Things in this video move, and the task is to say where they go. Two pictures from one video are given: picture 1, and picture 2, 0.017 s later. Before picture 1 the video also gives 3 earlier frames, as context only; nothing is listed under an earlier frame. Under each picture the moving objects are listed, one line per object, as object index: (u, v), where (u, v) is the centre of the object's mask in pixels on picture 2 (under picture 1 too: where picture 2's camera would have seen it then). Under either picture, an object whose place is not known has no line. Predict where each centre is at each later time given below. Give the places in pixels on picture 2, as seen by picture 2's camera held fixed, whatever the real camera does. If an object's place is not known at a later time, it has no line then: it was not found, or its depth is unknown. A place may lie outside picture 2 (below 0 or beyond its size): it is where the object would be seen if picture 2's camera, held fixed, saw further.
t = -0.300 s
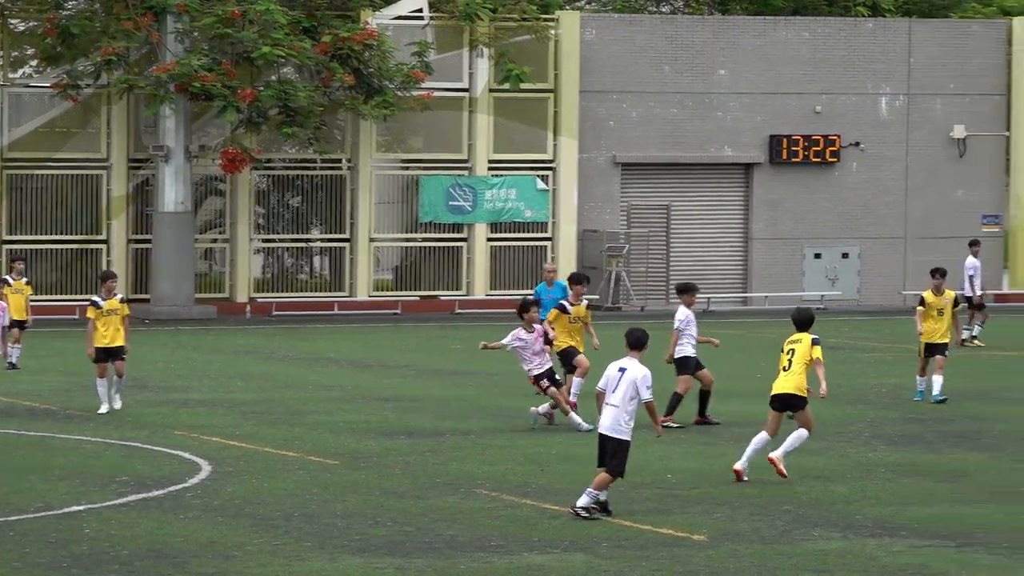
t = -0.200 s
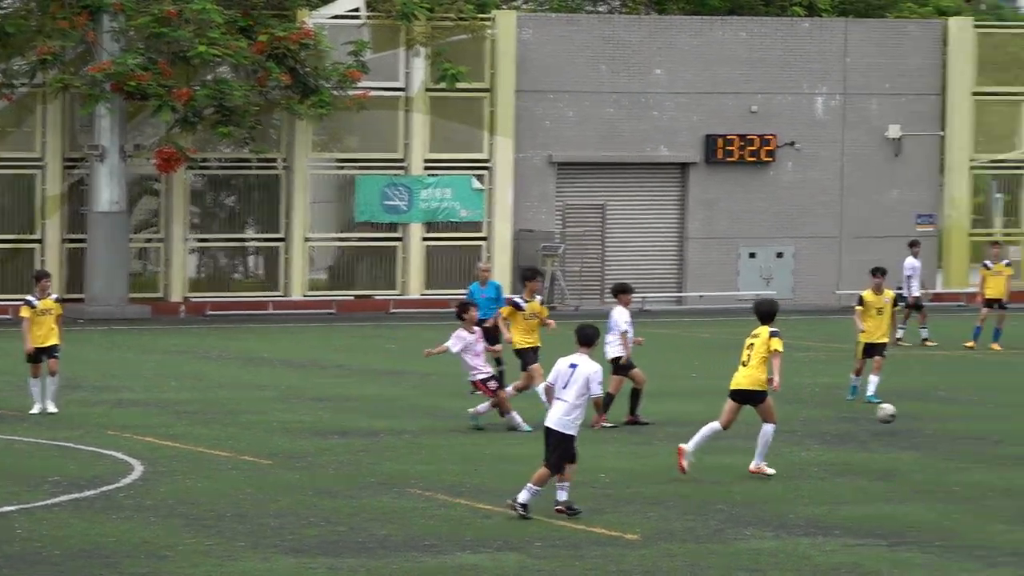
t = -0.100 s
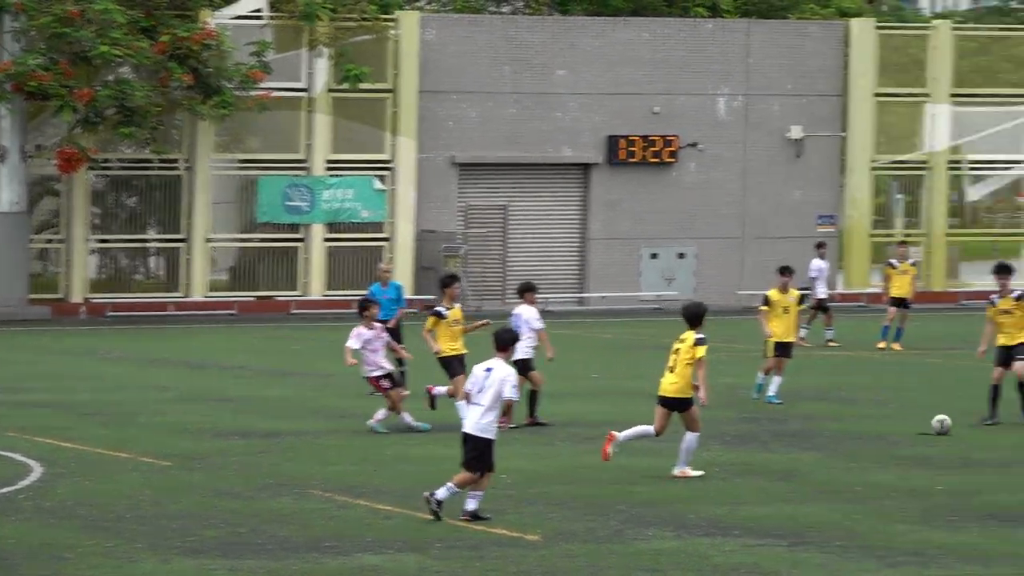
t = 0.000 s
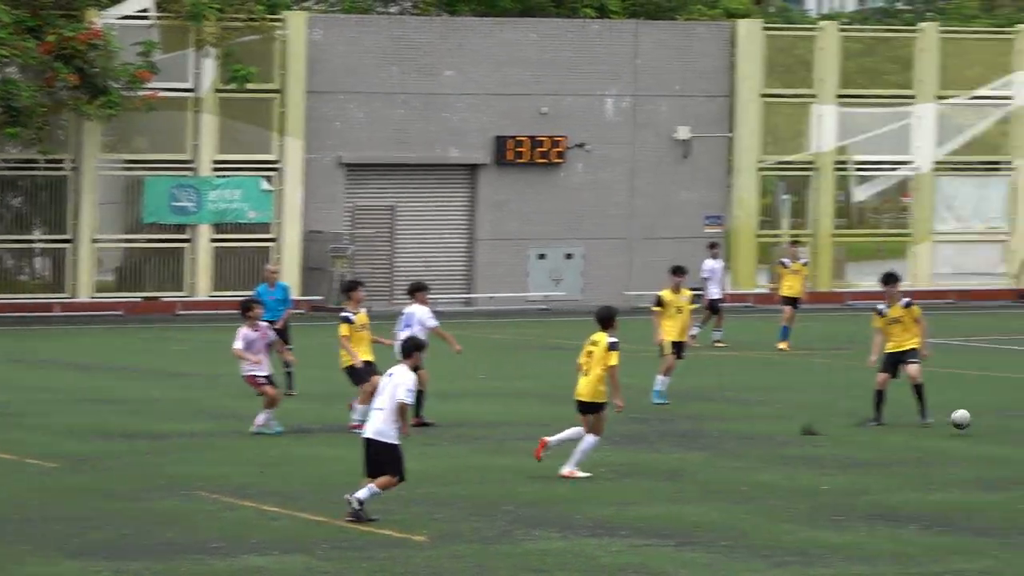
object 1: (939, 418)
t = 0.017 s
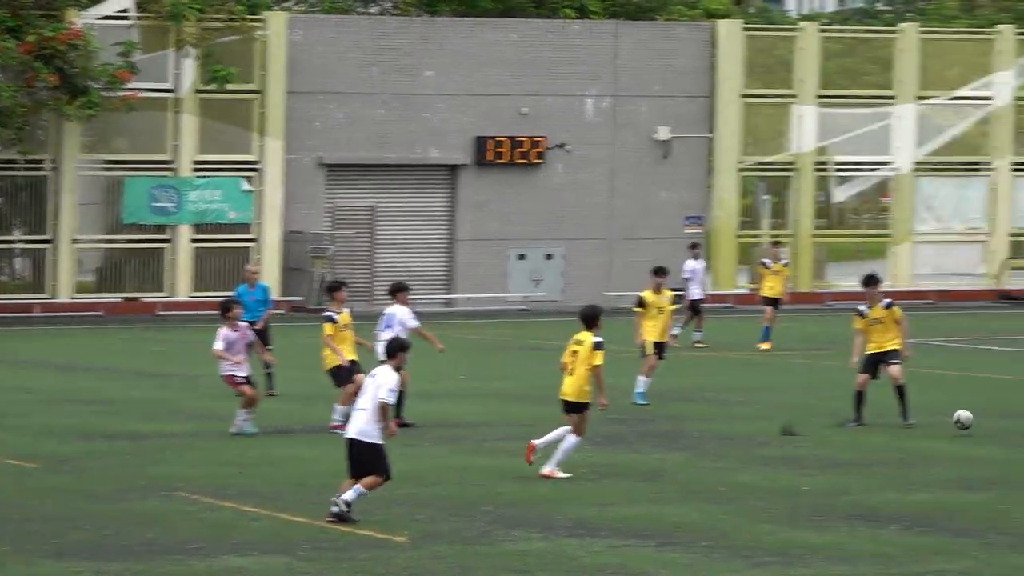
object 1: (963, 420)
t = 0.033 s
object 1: (985, 420)
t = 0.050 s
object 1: (1006, 421)
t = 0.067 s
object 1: (1026, 422)
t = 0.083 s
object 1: (1044, 424)
